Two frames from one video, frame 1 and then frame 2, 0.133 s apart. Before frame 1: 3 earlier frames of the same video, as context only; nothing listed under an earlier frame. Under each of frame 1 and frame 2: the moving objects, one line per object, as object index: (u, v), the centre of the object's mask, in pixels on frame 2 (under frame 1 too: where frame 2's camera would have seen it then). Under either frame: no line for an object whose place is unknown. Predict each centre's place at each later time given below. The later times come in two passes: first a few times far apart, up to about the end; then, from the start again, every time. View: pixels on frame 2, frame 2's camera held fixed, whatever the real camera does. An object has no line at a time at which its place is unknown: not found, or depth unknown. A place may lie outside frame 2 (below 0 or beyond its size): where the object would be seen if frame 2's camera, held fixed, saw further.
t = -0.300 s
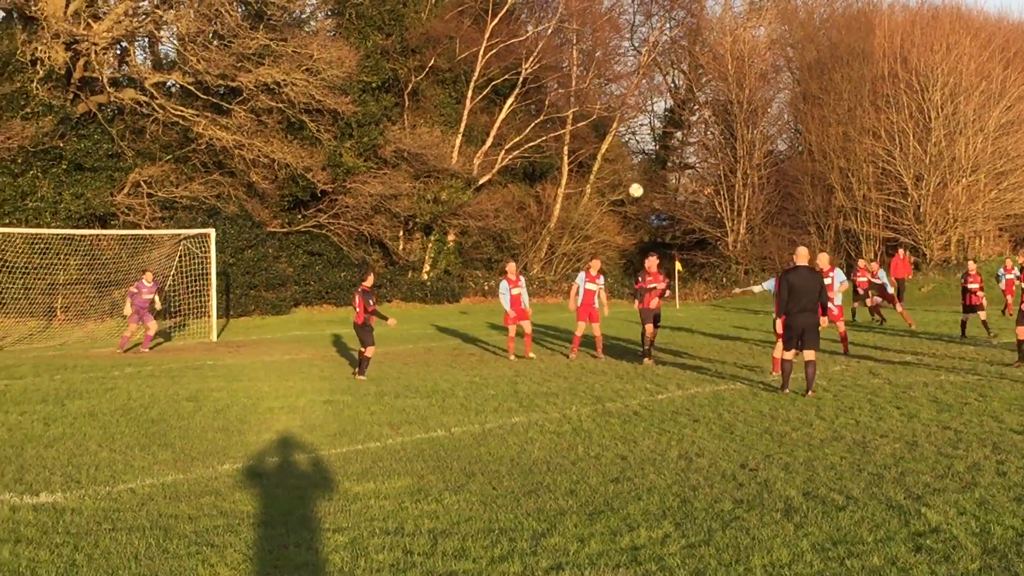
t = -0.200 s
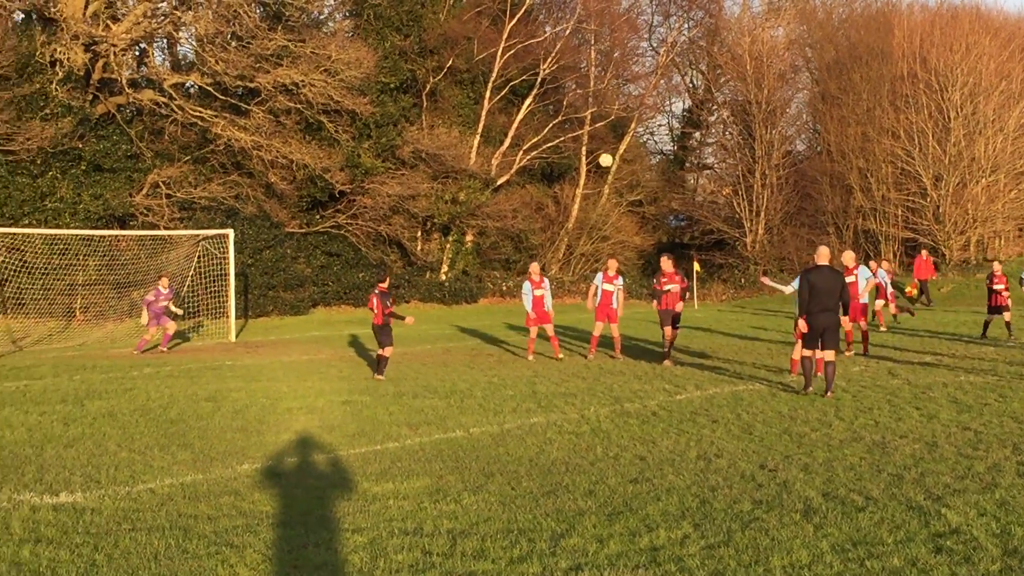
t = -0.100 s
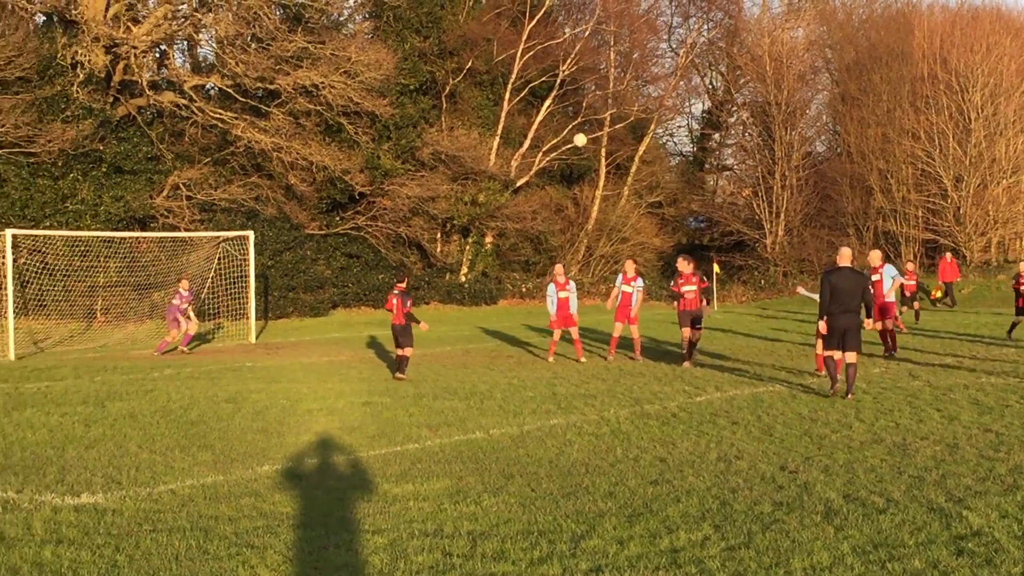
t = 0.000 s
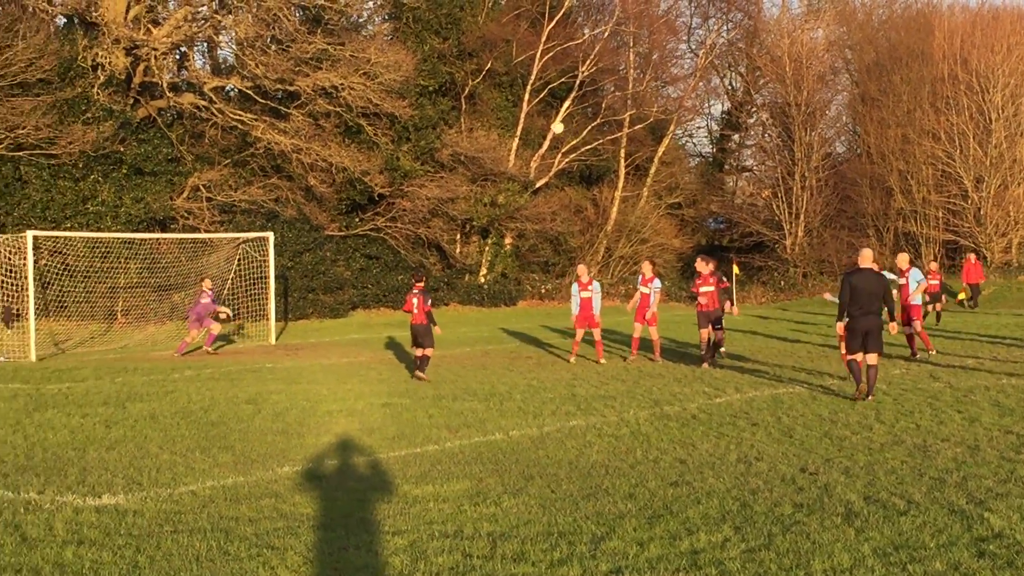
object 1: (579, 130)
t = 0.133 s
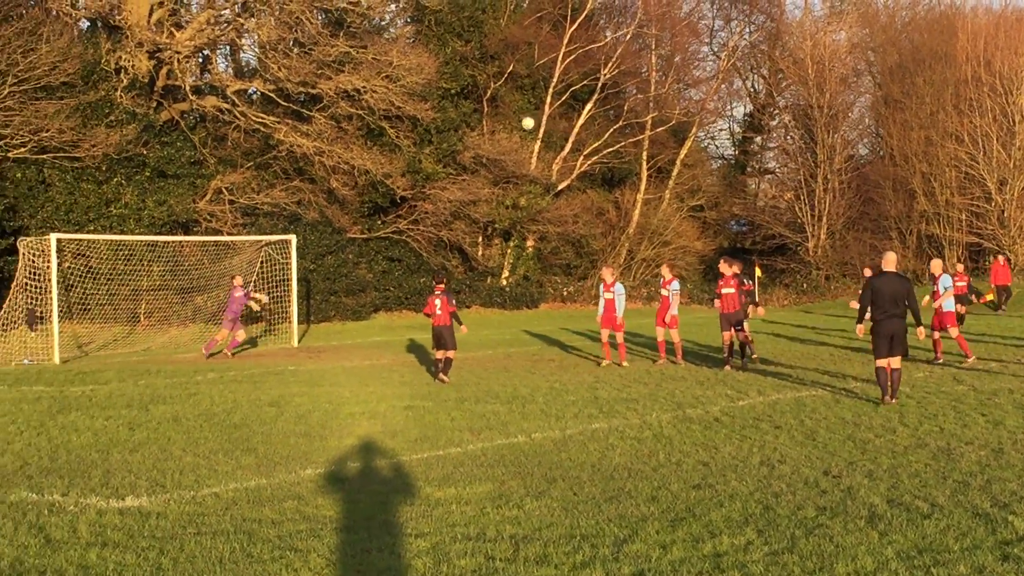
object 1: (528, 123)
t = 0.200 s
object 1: (505, 124)
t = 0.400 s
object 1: (442, 138)
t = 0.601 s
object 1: (389, 170)
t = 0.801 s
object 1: (344, 218)
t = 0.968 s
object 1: (311, 269)
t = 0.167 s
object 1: (516, 123)
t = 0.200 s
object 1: (505, 124)
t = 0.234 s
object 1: (493, 125)
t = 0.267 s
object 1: (483, 127)
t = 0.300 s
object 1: (472, 129)
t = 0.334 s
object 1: (462, 132)
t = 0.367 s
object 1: (452, 135)
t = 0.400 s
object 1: (442, 138)
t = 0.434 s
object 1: (433, 142)
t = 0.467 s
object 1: (423, 147)
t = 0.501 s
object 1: (414, 153)
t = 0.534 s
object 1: (406, 158)
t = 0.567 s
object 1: (397, 164)
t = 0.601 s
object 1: (389, 170)
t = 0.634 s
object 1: (381, 177)
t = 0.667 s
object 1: (373, 184)
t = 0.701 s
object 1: (366, 192)
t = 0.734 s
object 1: (359, 200)
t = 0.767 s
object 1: (351, 209)
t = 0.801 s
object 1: (344, 218)
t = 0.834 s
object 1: (337, 227)
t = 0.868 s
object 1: (330, 237)
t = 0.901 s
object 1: (324, 247)
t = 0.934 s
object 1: (317, 258)
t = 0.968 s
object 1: (311, 269)
